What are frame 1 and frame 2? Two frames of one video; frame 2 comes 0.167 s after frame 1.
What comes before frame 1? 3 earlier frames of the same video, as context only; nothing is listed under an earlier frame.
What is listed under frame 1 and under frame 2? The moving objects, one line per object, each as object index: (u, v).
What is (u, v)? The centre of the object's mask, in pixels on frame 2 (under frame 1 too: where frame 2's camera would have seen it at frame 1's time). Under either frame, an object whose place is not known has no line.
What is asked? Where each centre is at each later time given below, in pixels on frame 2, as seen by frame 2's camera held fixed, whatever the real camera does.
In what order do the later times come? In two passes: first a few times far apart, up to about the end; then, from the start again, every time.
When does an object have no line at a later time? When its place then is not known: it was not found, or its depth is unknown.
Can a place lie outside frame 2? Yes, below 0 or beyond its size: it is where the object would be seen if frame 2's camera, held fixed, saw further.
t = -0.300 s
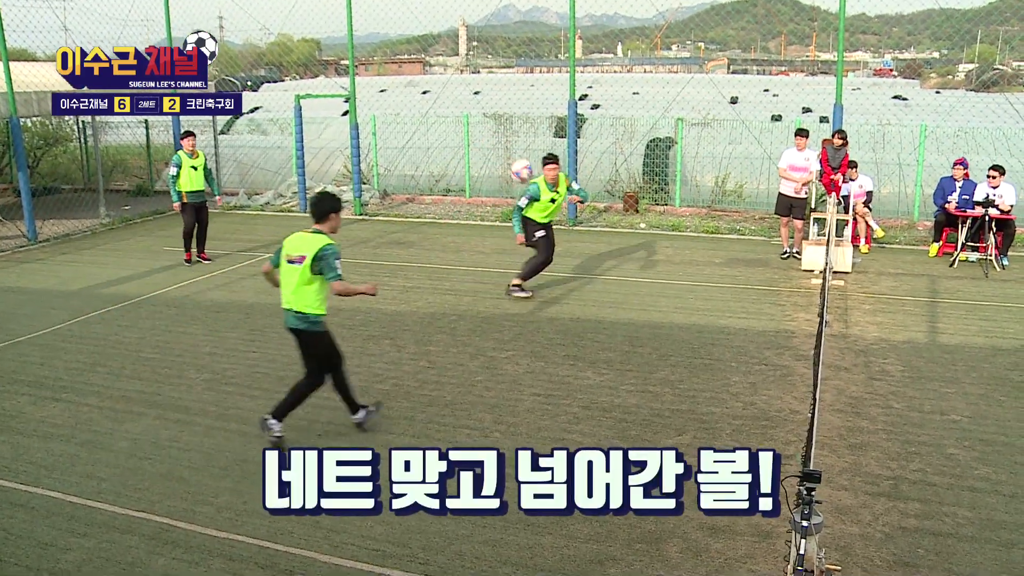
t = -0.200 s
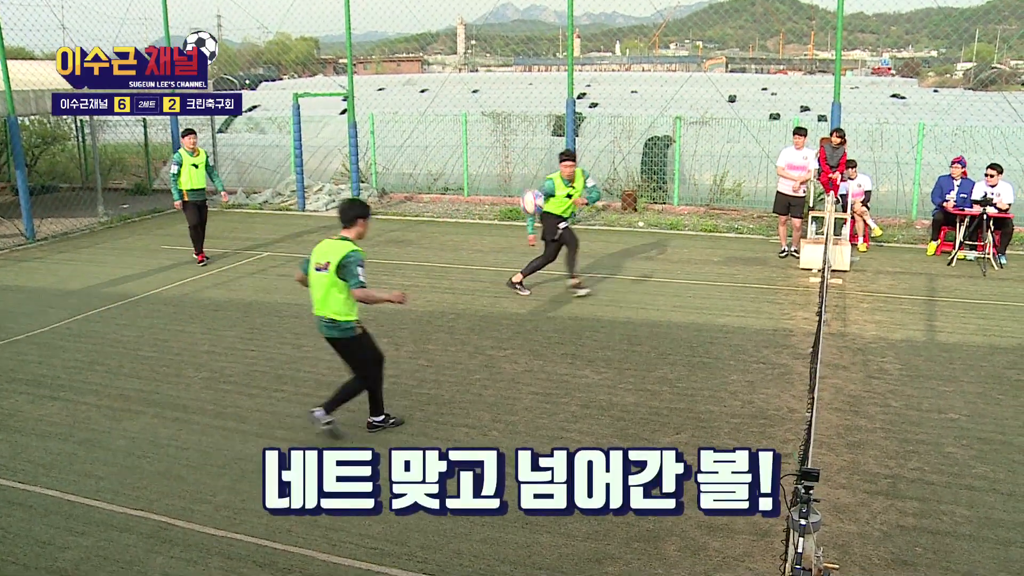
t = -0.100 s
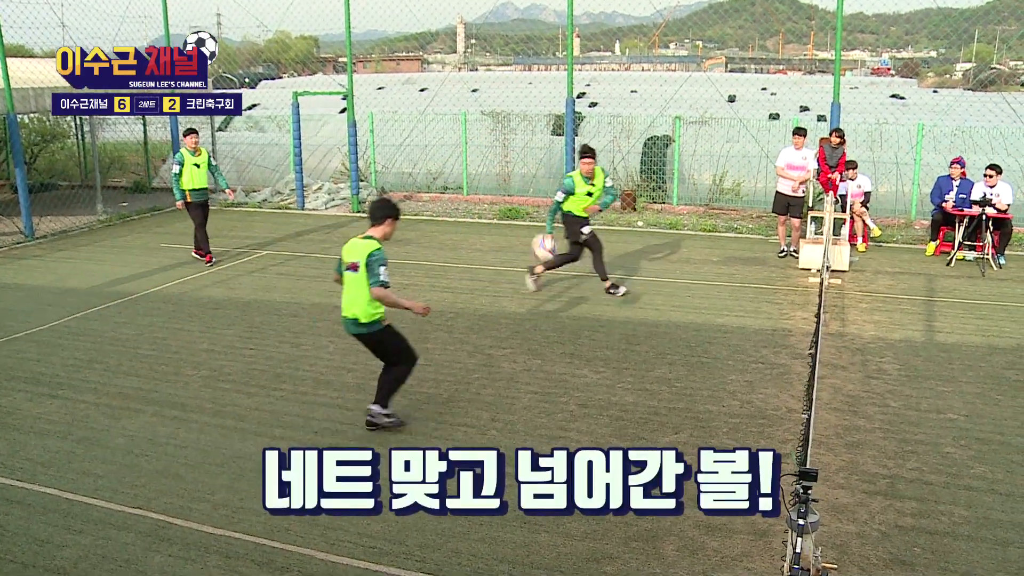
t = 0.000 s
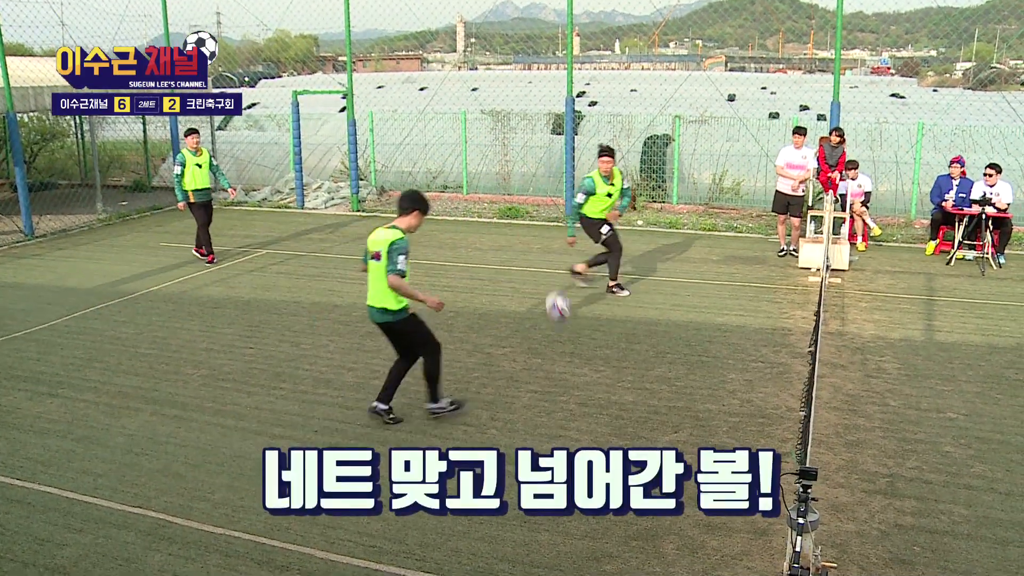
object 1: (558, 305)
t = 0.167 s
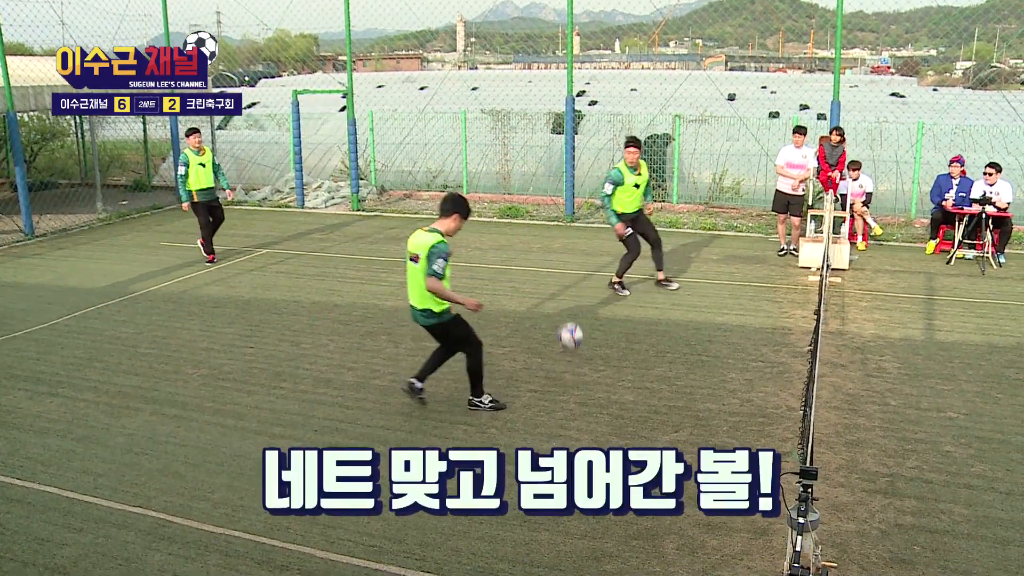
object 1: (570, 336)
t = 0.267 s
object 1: (570, 300)
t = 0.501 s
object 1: (570, 261)
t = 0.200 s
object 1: (570, 323)
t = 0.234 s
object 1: (571, 311)
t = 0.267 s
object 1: (570, 300)
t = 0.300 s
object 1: (570, 291)
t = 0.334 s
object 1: (570, 283)
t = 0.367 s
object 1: (570, 276)
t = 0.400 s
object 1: (570, 270)
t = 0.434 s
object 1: (570, 266)
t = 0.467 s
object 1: (570, 263)
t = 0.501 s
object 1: (570, 261)
